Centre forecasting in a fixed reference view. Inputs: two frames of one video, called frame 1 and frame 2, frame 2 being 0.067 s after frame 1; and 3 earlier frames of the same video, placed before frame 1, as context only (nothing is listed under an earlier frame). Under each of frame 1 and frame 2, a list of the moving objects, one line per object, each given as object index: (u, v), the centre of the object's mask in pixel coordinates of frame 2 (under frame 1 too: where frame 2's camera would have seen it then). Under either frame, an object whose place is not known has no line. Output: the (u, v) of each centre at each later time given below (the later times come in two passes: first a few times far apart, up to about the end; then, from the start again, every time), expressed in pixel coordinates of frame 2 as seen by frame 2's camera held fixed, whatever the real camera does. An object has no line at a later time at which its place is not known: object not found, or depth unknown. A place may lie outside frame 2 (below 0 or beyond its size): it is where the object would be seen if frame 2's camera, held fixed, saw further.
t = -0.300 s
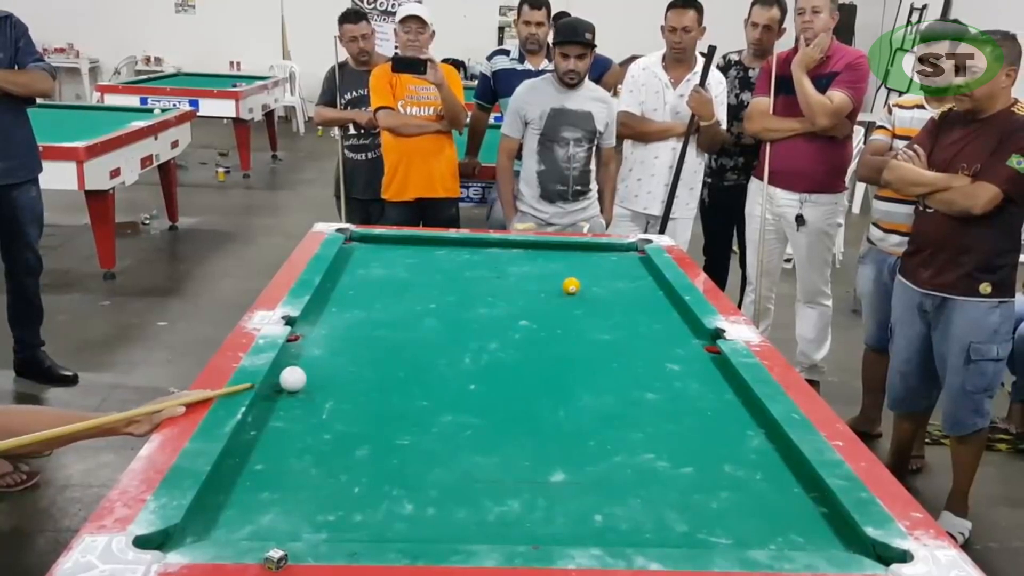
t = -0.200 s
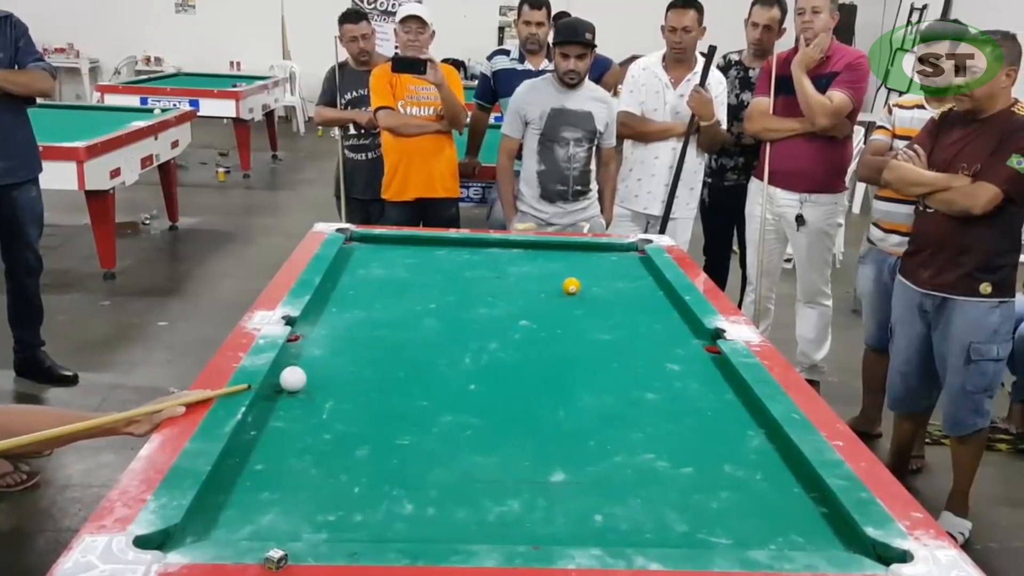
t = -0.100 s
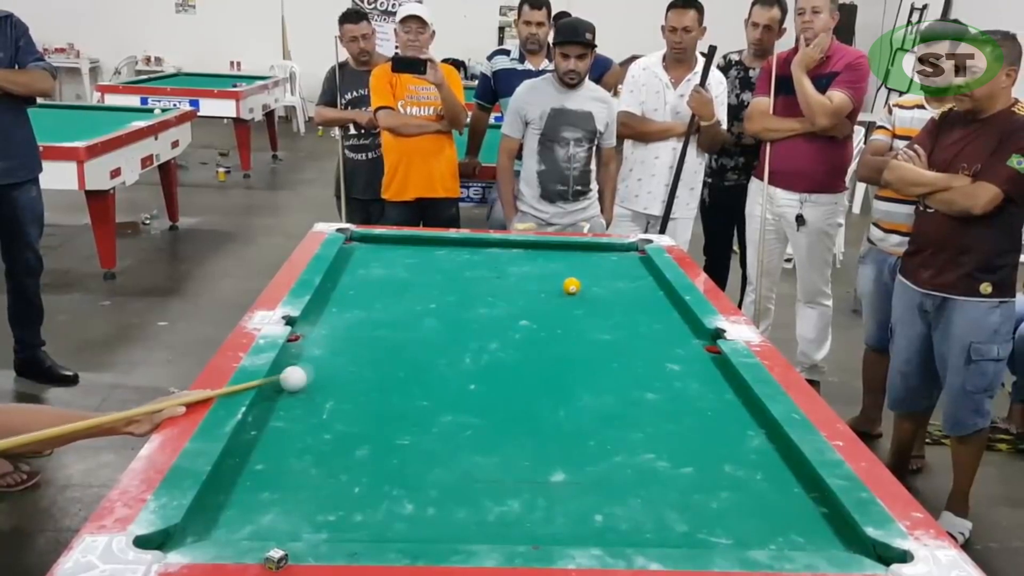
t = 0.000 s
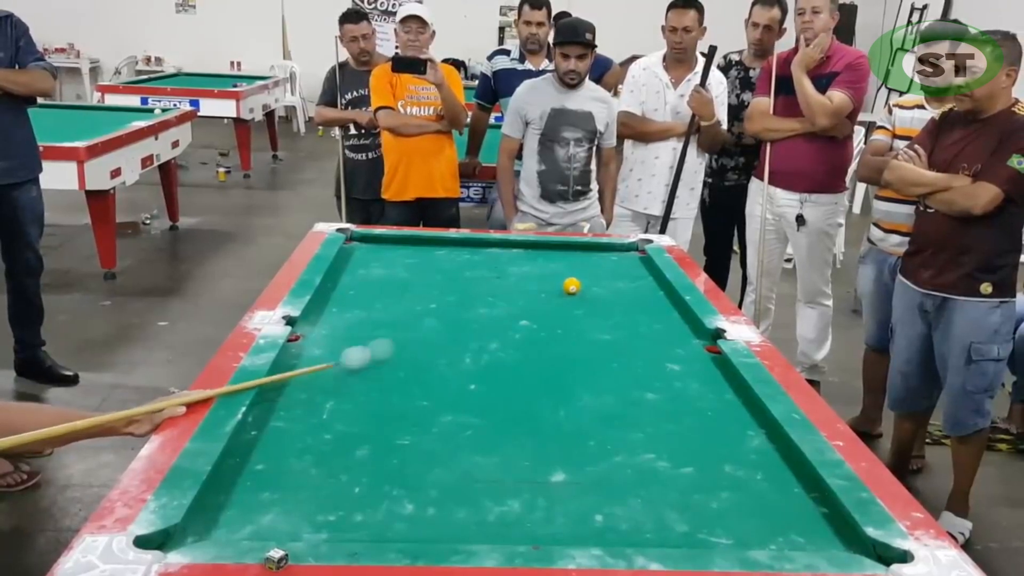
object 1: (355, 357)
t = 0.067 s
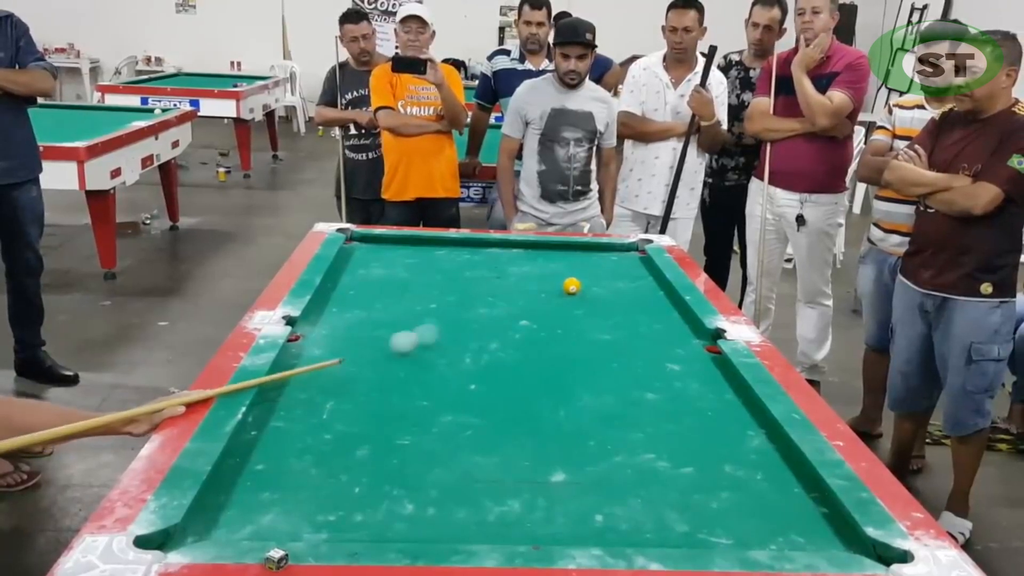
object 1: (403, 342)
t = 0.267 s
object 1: (519, 304)
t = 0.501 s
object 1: (595, 288)
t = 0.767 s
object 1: (656, 280)
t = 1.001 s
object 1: (615, 274)
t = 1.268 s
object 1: (572, 268)
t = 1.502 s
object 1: (538, 263)
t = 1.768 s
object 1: (502, 258)
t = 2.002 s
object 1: (474, 253)
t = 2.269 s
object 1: (445, 249)
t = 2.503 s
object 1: (422, 245)
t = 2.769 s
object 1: (398, 242)
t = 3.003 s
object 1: (380, 239)
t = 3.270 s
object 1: (363, 238)
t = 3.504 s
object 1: (355, 238)
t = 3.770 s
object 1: (362, 239)
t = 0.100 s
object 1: (425, 335)
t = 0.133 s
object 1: (446, 328)
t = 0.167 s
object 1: (466, 321)
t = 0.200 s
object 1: (484, 315)
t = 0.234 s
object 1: (502, 309)
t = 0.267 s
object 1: (519, 304)
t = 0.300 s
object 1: (535, 298)
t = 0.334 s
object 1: (551, 293)
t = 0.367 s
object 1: (567, 289)
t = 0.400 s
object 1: (575, 289)
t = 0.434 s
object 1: (580, 289)
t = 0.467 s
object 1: (588, 289)
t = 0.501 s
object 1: (595, 288)
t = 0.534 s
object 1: (603, 287)
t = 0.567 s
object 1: (612, 286)
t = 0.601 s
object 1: (620, 285)
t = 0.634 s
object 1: (628, 285)
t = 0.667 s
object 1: (636, 283)
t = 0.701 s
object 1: (643, 282)
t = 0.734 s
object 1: (651, 281)
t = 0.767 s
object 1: (656, 280)
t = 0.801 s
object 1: (651, 279)
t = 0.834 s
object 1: (644, 279)
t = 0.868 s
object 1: (638, 278)
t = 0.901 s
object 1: (632, 277)
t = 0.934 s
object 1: (626, 276)
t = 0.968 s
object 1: (621, 275)
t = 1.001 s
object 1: (615, 274)
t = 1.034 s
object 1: (609, 273)
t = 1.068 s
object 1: (604, 273)
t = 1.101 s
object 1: (598, 272)
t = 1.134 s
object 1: (593, 271)
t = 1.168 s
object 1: (587, 270)
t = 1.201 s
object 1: (582, 269)
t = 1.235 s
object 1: (577, 269)
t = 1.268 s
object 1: (572, 268)
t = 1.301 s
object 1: (567, 267)
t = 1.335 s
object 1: (562, 267)
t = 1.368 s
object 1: (557, 266)
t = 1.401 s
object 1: (552, 265)
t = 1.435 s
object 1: (547, 264)
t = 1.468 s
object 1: (542, 264)
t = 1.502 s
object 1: (538, 263)
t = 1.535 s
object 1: (533, 262)
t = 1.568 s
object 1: (529, 262)
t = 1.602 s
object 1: (524, 261)
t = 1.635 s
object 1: (520, 260)
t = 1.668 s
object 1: (515, 259)
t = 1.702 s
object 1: (511, 258)
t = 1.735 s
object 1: (506, 258)
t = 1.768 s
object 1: (502, 258)
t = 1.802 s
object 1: (497, 257)
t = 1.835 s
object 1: (494, 256)
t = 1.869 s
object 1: (490, 256)
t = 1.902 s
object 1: (486, 255)
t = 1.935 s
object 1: (481, 254)
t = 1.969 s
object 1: (477, 254)
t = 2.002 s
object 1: (474, 253)
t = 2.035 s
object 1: (470, 253)
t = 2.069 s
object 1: (466, 252)
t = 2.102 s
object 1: (462, 252)
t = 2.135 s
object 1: (459, 251)
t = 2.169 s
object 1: (455, 250)
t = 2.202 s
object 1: (451, 250)
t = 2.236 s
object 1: (448, 249)
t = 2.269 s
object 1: (445, 249)
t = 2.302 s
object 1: (441, 248)
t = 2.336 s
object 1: (438, 248)
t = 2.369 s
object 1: (435, 247)
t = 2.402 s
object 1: (431, 247)
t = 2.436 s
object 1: (428, 246)
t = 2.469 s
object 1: (425, 246)
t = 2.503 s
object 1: (422, 245)
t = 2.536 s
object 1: (419, 245)
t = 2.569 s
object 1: (415, 244)
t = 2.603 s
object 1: (412, 244)
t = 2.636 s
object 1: (409, 244)
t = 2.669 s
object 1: (407, 243)
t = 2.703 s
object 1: (404, 243)
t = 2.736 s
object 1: (401, 242)
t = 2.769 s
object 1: (398, 242)
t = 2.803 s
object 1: (395, 241)
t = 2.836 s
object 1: (393, 241)
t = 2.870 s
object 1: (390, 240)
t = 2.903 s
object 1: (387, 240)
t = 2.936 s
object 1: (385, 240)
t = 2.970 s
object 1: (382, 239)
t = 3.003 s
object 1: (380, 239)
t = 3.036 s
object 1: (377, 238)
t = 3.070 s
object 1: (375, 238)
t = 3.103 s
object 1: (373, 238)
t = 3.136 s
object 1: (371, 238)
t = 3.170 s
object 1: (369, 238)
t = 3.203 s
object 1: (367, 238)
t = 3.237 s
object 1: (365, 238)
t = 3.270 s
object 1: (363, 238)
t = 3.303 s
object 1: (361, 238)
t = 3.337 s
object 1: (360, 238)
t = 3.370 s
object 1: (358, 238)
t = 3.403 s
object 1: (356, 238)
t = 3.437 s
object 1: (355, 238)
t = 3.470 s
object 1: (354, 238)
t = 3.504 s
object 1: (355, 238)
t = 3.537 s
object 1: (356, 238)
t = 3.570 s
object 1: (357, 239)
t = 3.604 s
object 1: (358, 239)
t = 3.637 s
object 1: (358, 239)
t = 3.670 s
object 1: (359, 239)
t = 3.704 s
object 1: (360, 239)
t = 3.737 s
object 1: (361, 239)
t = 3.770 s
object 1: (362, 239)
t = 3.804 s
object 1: (363, 239)
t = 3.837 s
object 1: (363, 239)
